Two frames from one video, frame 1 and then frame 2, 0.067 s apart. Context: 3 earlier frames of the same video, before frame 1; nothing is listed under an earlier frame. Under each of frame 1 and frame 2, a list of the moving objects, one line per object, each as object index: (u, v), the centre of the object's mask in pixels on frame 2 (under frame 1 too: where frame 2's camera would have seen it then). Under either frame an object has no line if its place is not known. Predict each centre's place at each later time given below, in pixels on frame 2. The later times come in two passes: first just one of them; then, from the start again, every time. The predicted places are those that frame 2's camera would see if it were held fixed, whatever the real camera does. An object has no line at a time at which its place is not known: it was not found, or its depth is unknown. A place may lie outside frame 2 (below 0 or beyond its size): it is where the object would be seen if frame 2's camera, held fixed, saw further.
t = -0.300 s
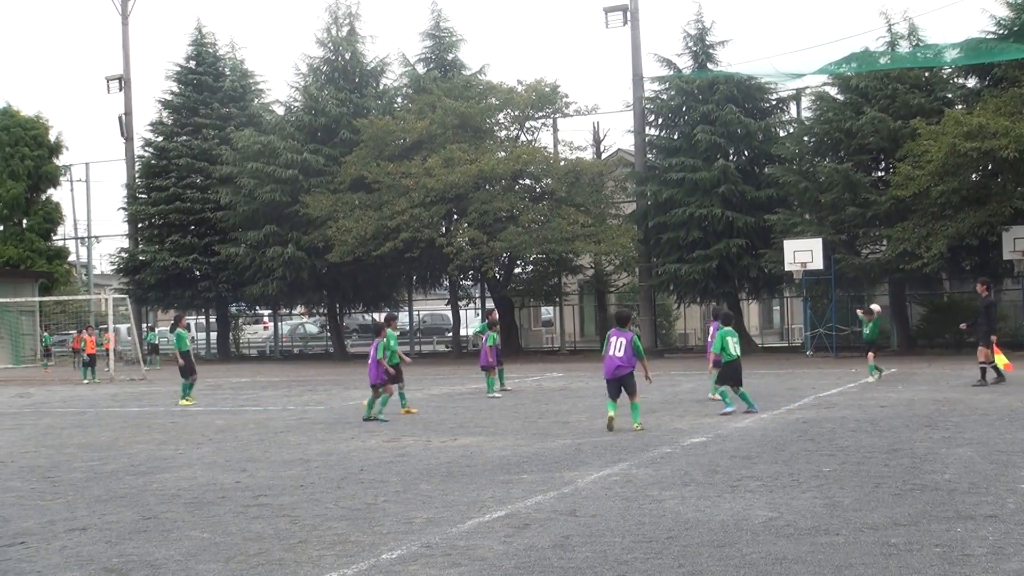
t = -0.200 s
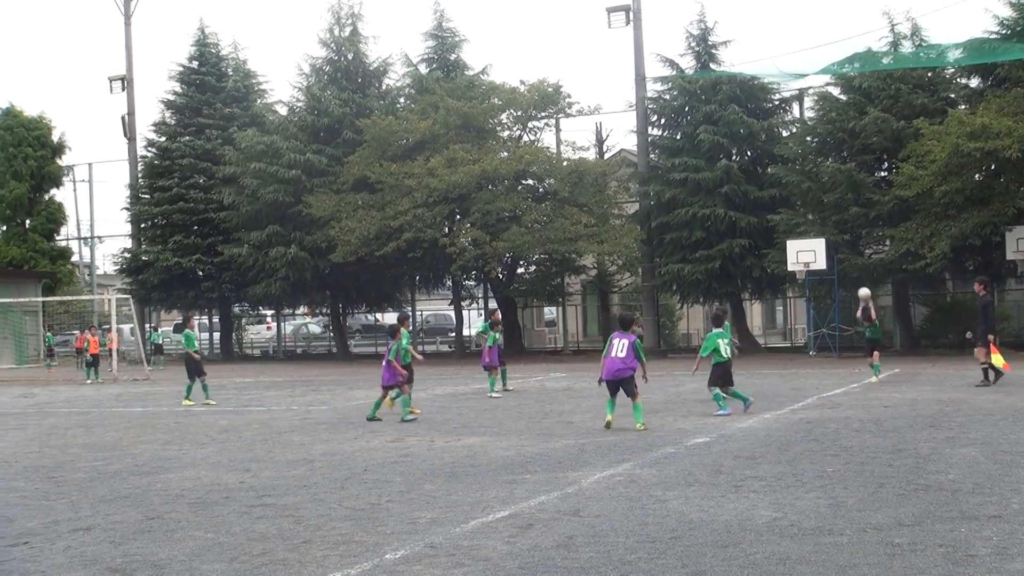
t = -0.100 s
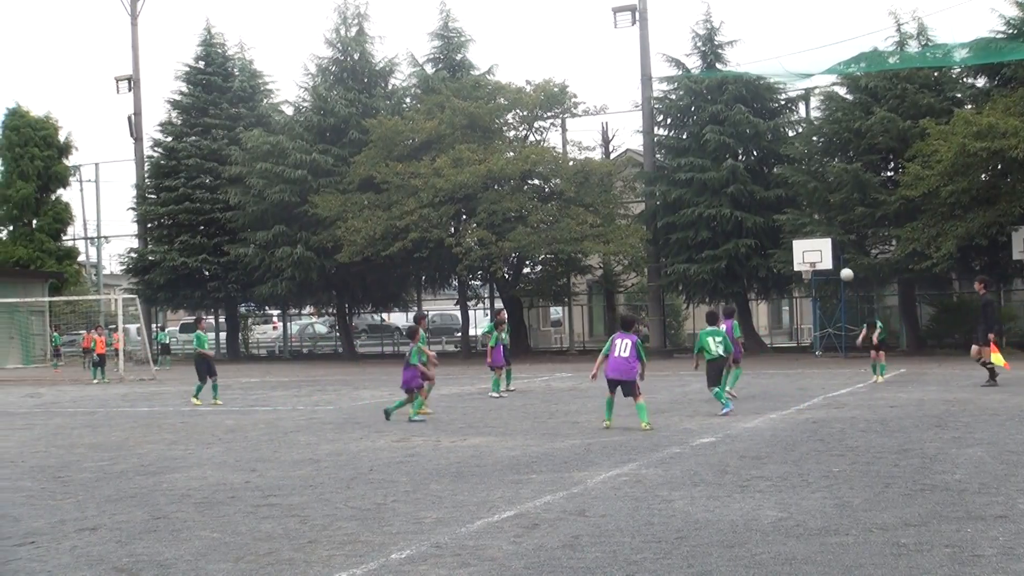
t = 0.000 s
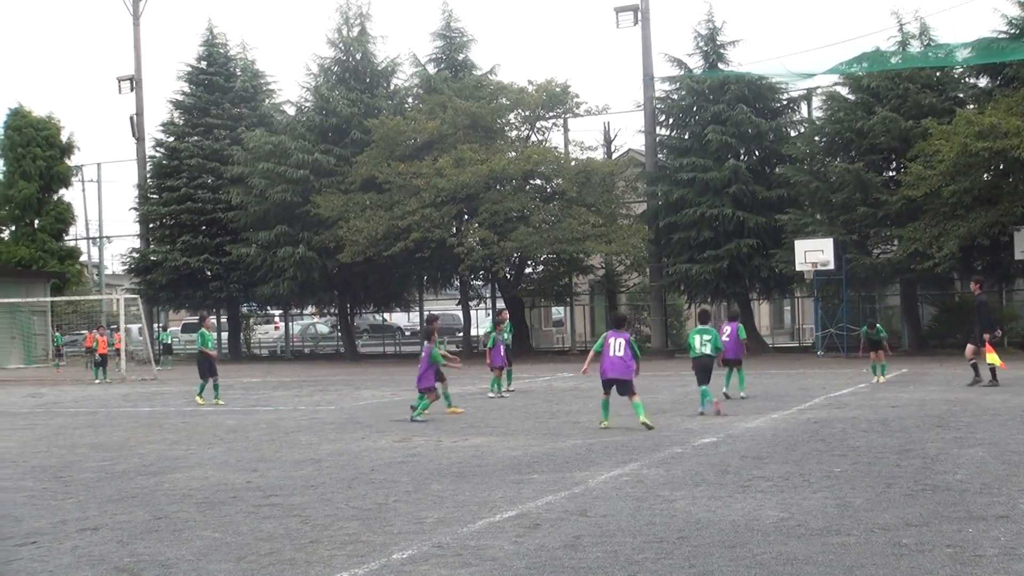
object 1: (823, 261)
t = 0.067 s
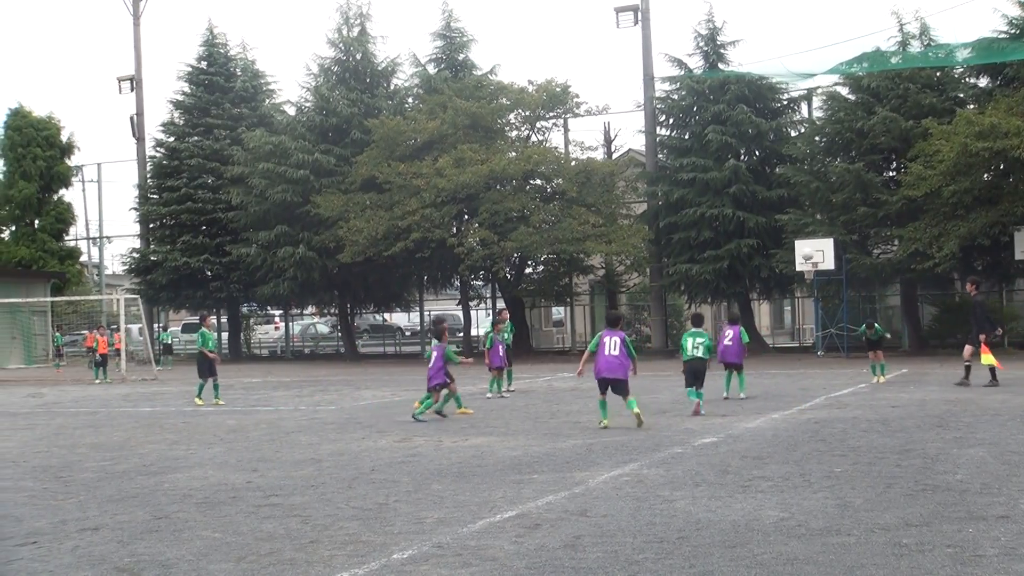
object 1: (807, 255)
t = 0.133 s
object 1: (790, 250)
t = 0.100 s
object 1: (799, 252)
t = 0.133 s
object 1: (790, 250)
